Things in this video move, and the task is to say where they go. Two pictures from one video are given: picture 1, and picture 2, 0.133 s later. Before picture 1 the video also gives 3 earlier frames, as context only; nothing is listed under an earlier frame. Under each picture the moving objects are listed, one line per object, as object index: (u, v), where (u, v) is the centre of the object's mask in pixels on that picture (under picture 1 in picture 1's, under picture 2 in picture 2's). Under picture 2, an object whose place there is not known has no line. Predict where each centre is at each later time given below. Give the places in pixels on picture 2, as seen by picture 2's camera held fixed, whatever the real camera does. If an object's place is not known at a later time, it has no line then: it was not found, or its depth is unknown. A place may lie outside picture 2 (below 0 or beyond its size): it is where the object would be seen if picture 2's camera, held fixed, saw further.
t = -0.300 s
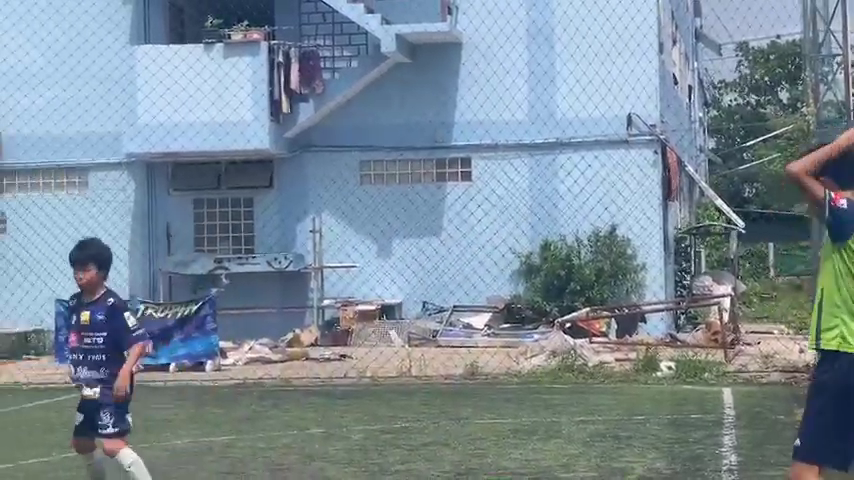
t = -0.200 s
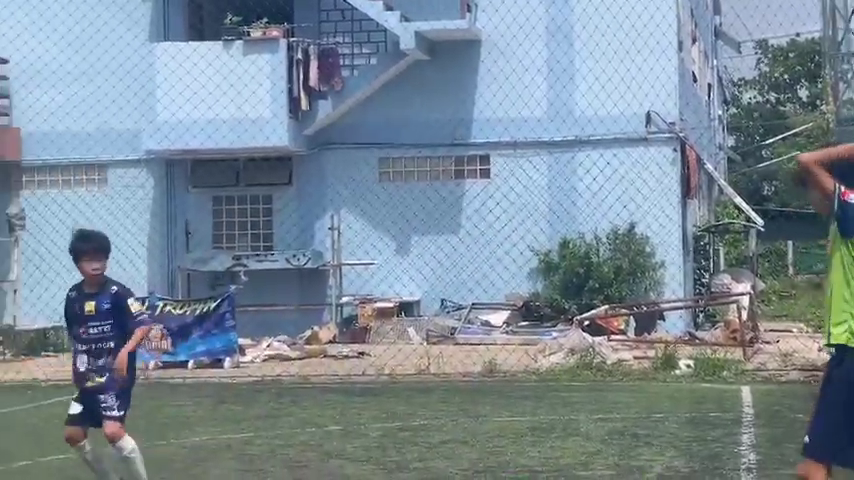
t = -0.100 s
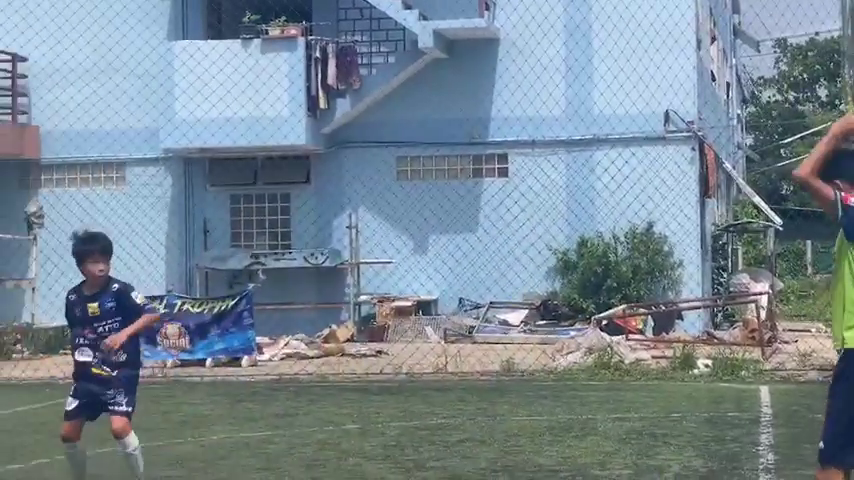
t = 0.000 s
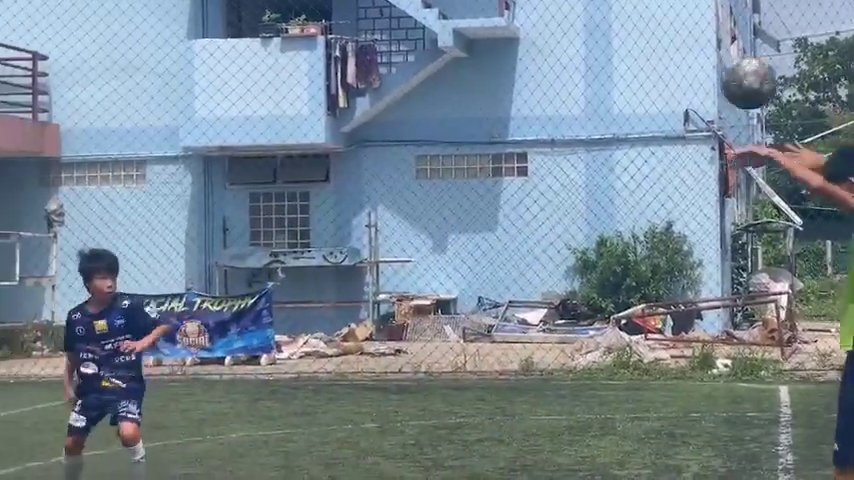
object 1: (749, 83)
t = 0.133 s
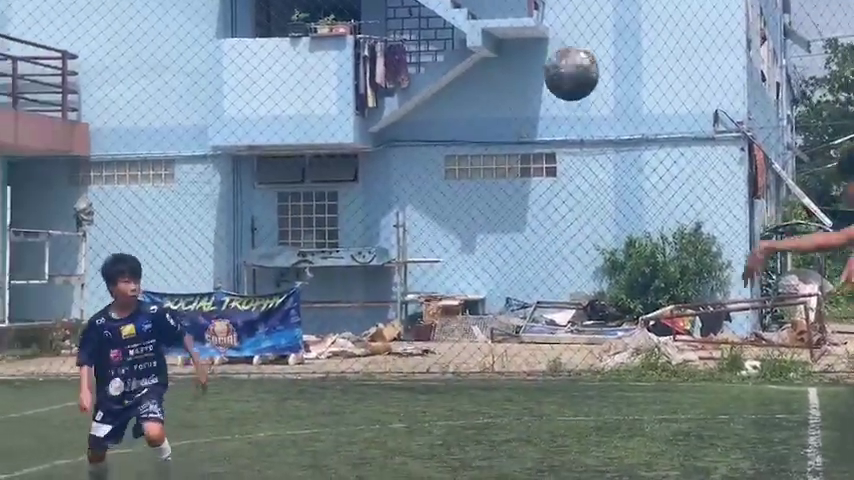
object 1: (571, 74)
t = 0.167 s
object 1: (523, 78)
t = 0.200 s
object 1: (475, 85)
